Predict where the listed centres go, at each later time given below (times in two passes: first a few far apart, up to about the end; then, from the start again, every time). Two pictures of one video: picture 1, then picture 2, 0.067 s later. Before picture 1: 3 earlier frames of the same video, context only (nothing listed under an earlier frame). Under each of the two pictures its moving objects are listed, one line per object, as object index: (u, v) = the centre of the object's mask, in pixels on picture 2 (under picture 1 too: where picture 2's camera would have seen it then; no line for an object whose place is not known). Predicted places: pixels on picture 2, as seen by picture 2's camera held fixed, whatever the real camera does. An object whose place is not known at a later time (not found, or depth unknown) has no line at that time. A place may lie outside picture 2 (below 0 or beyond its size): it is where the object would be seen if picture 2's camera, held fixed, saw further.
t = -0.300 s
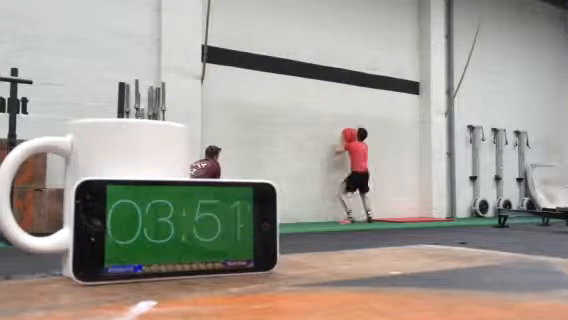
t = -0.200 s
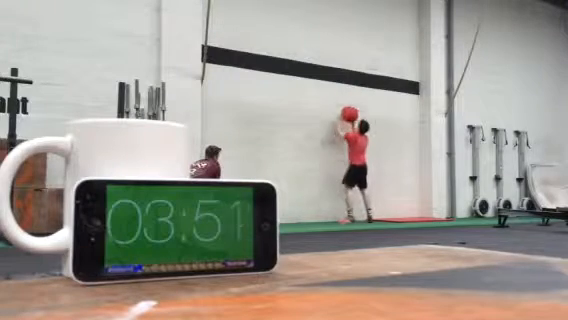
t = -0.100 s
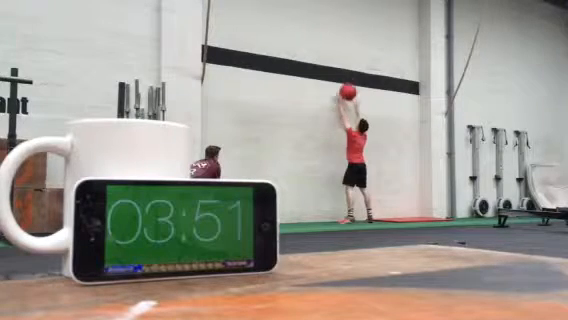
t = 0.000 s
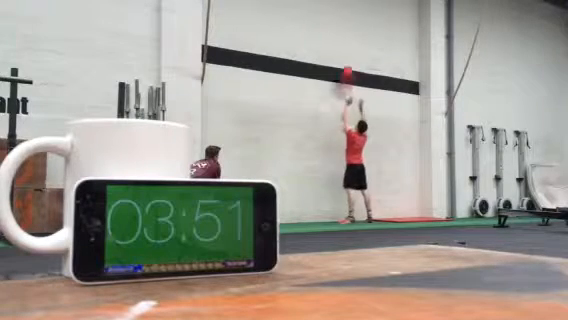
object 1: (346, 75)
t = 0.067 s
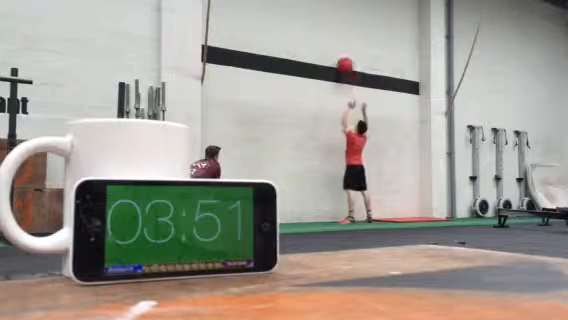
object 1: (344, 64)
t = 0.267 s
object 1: (343, 53)
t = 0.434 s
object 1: (344, 57)
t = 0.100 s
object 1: (344, 63)
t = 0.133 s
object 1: (343, 60)
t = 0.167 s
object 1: (343, 57)
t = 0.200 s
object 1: (343, 55)
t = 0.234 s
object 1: (343, 54)
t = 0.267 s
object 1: (343, 53)
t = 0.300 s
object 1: (343, 53)
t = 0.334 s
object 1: (343, 53)
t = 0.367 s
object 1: (343, 54)
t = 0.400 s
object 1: (344, 56)
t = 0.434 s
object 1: (344, 57)
